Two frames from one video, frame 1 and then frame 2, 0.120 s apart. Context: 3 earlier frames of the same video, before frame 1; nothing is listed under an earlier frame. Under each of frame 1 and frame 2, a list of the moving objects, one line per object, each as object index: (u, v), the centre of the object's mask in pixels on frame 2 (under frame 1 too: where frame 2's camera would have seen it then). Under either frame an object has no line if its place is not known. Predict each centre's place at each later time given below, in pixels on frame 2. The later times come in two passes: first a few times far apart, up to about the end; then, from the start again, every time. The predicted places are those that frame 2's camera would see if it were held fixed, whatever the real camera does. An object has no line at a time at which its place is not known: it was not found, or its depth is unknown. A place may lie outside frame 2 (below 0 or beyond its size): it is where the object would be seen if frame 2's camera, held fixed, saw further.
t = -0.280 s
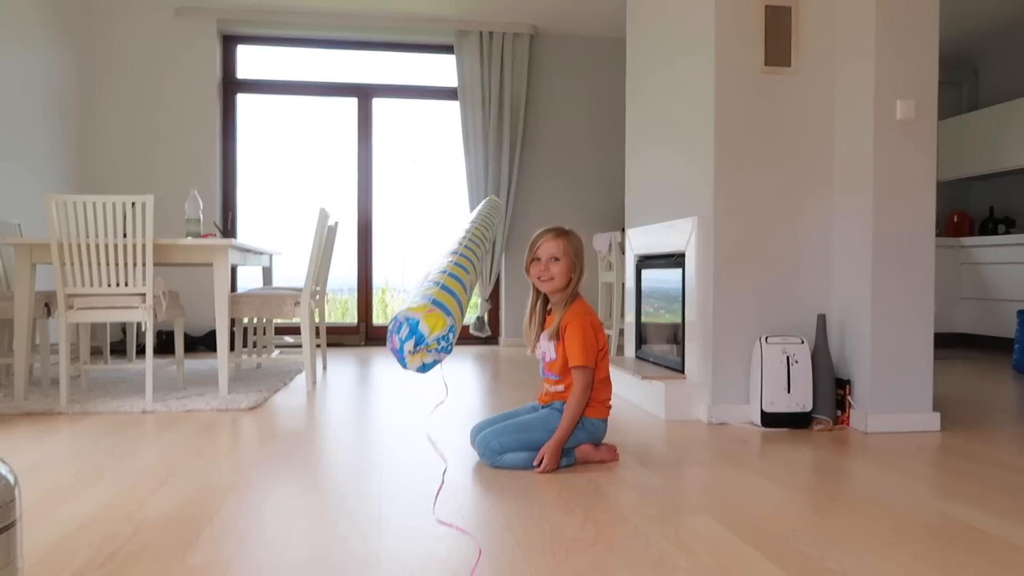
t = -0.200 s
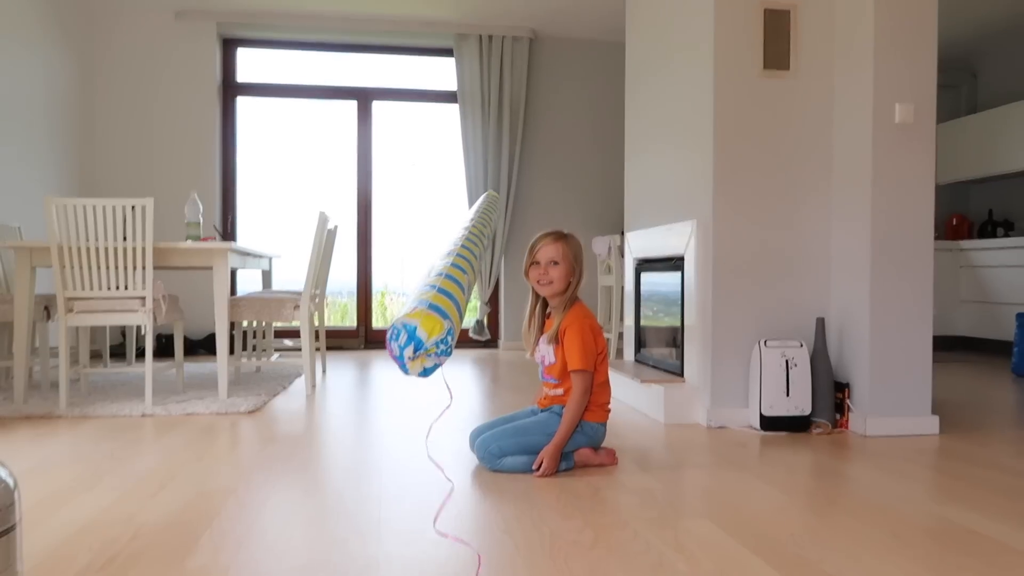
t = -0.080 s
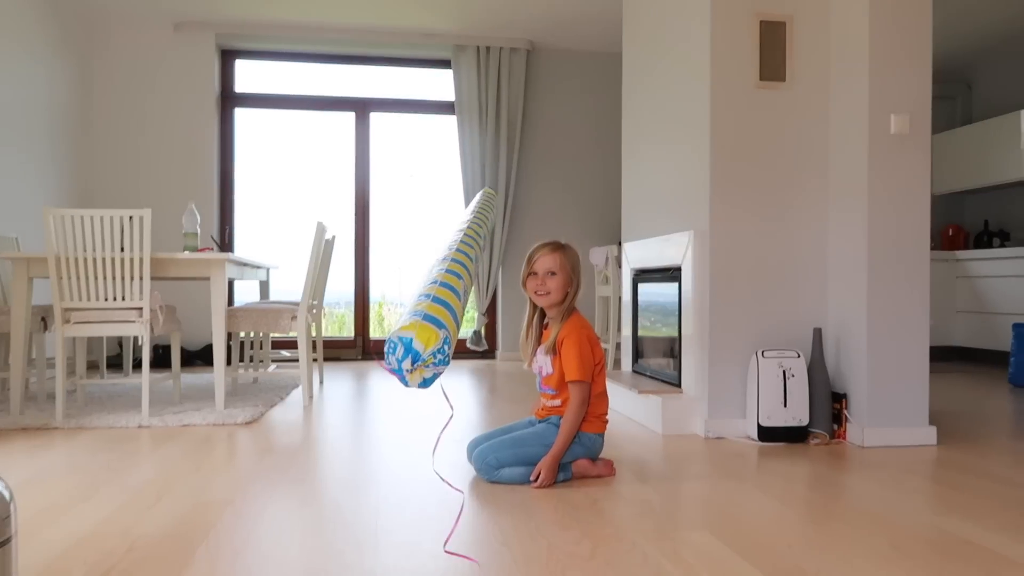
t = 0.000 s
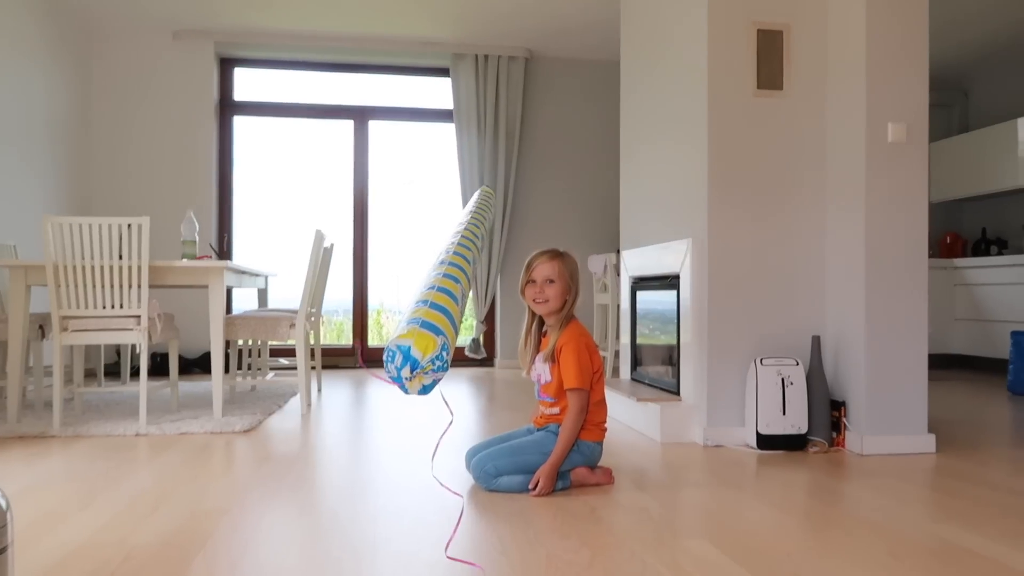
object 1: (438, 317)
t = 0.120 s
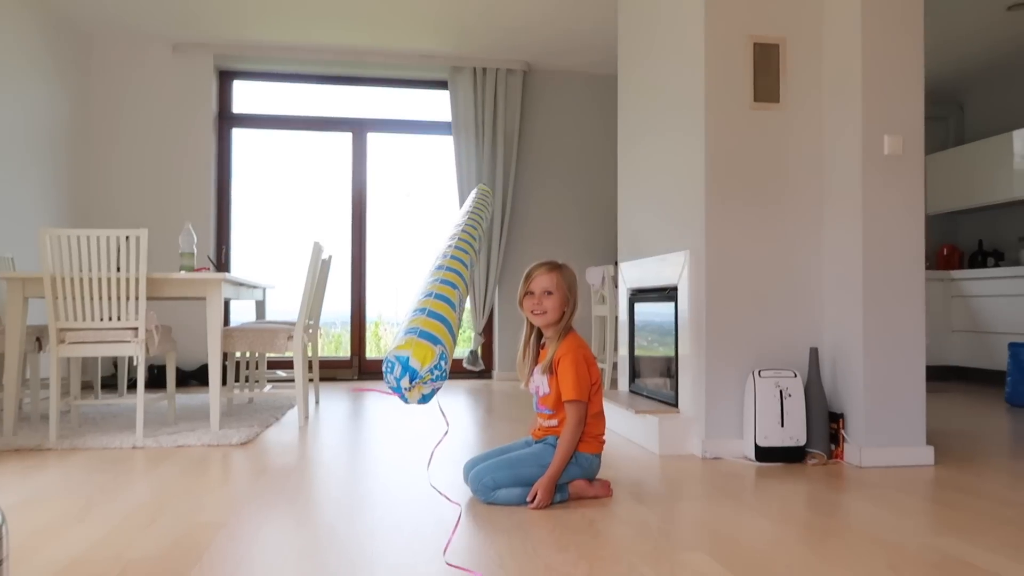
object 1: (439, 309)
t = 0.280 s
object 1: (440, 298)
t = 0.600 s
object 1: (443, 267)
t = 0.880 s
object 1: (447, 233)
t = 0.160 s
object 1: (439, 307)
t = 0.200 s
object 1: (440, 303)
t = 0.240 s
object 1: (440, 300)
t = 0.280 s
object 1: (440, 298)
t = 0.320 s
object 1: (440, 294)
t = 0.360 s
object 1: (441, 290)
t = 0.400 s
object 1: (442, 286)
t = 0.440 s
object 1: (442, 283)
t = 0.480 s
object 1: (442, 279)
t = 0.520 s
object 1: (443, 275)
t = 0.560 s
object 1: (443, 271)
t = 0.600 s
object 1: (443, 267)
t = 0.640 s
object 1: (444, 263)
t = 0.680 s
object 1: (444, 257)
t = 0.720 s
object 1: (445, 253)
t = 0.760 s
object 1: (445, 248)
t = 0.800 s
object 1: (446, 243)
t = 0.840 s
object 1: (446, 238)
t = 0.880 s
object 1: (447, 233)
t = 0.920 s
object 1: (447, 228)
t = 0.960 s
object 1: (448, 223)
